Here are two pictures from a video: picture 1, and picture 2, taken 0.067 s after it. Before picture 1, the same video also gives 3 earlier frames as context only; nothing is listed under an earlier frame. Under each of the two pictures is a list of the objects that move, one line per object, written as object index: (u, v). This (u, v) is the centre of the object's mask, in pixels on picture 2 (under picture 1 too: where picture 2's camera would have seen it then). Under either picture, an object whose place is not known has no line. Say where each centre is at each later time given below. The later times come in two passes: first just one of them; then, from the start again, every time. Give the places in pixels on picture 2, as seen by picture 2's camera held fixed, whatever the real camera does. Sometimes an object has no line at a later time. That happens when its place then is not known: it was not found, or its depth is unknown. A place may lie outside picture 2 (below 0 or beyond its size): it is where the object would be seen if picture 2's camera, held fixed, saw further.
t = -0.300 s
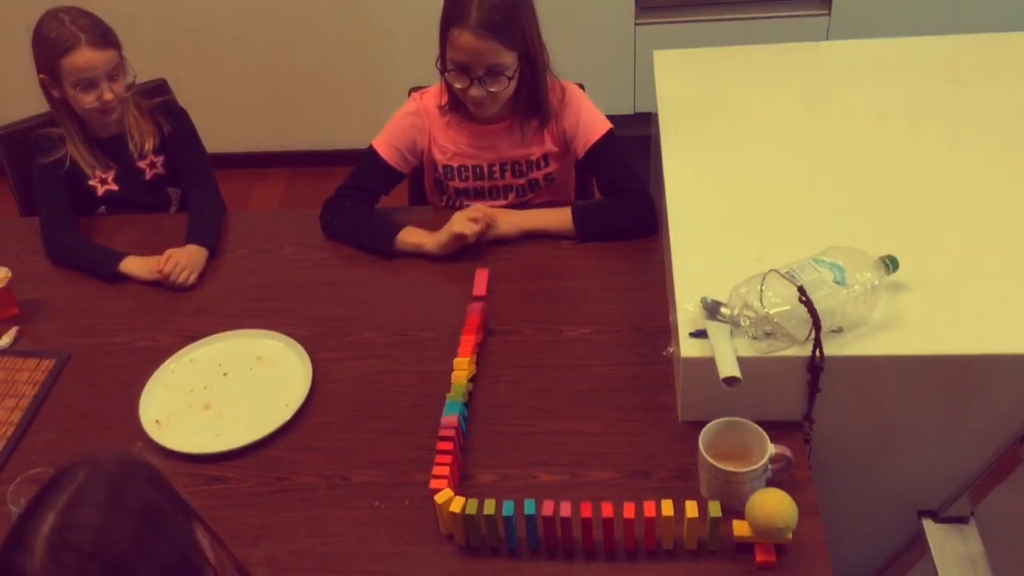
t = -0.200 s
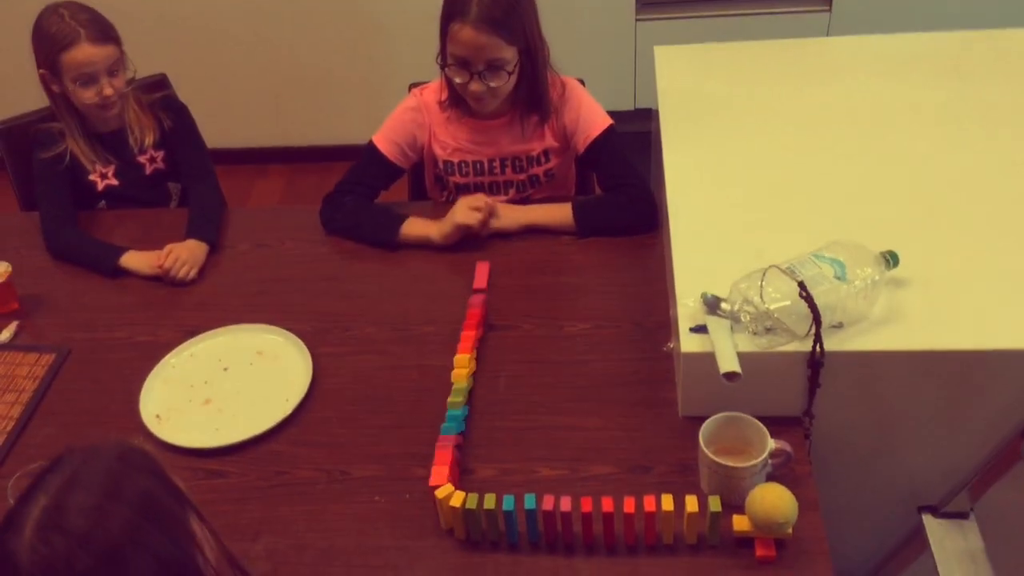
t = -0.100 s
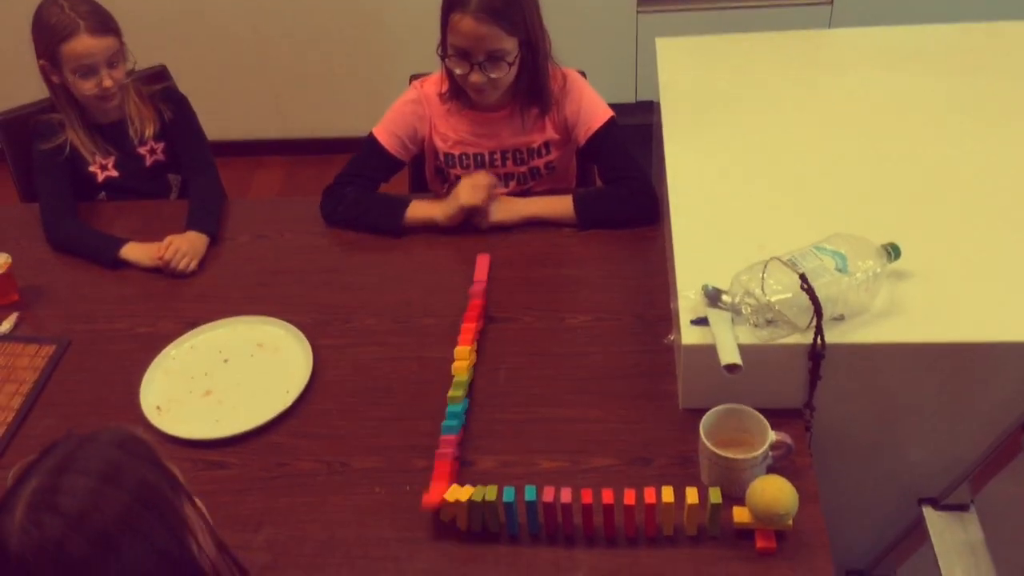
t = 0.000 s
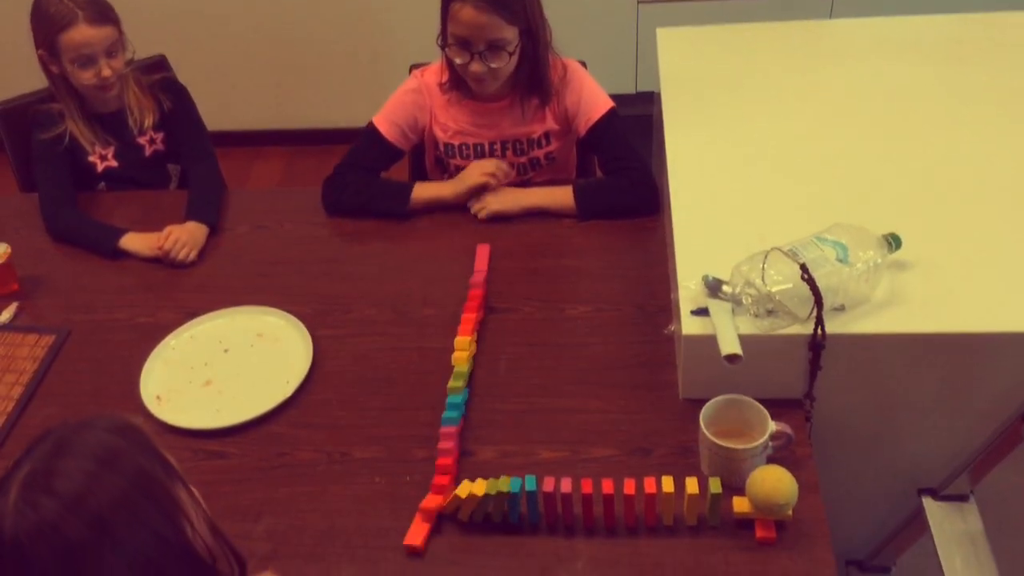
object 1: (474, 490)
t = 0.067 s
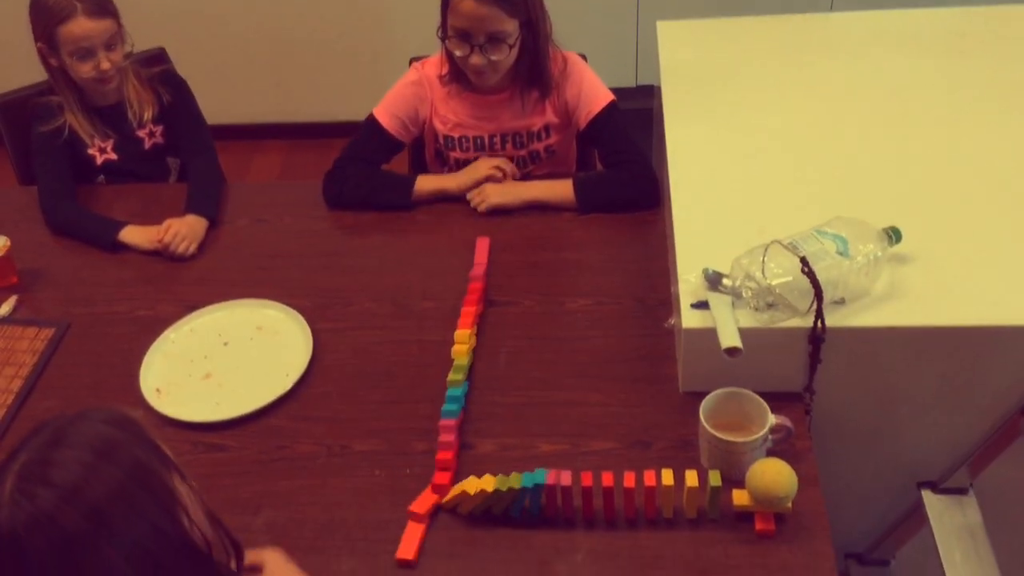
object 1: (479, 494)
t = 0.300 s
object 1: (491, 495)
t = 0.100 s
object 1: (482, 494)
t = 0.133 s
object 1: (487, 494)
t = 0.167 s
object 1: (488, 495)
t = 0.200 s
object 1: (492, 493)
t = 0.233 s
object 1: (492, 493)
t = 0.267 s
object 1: (492, 493)
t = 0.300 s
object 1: (491, 495)
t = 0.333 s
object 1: (492, 496)
